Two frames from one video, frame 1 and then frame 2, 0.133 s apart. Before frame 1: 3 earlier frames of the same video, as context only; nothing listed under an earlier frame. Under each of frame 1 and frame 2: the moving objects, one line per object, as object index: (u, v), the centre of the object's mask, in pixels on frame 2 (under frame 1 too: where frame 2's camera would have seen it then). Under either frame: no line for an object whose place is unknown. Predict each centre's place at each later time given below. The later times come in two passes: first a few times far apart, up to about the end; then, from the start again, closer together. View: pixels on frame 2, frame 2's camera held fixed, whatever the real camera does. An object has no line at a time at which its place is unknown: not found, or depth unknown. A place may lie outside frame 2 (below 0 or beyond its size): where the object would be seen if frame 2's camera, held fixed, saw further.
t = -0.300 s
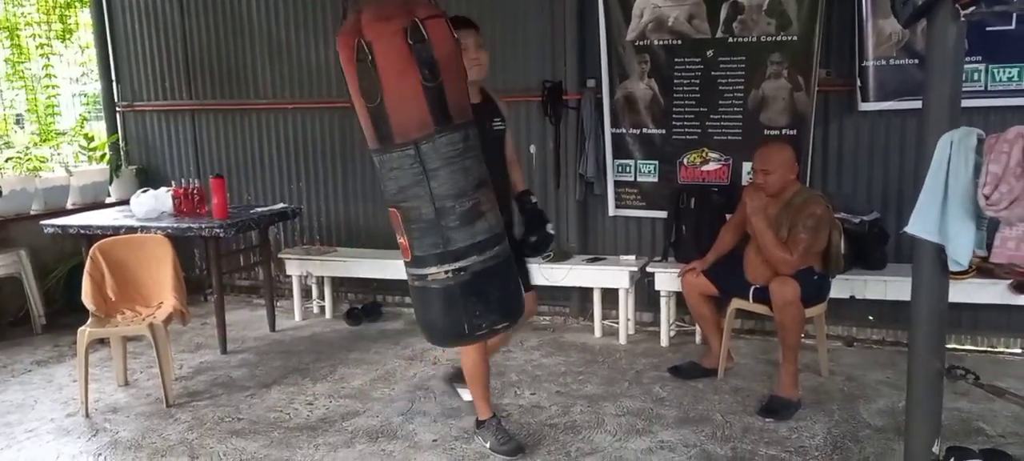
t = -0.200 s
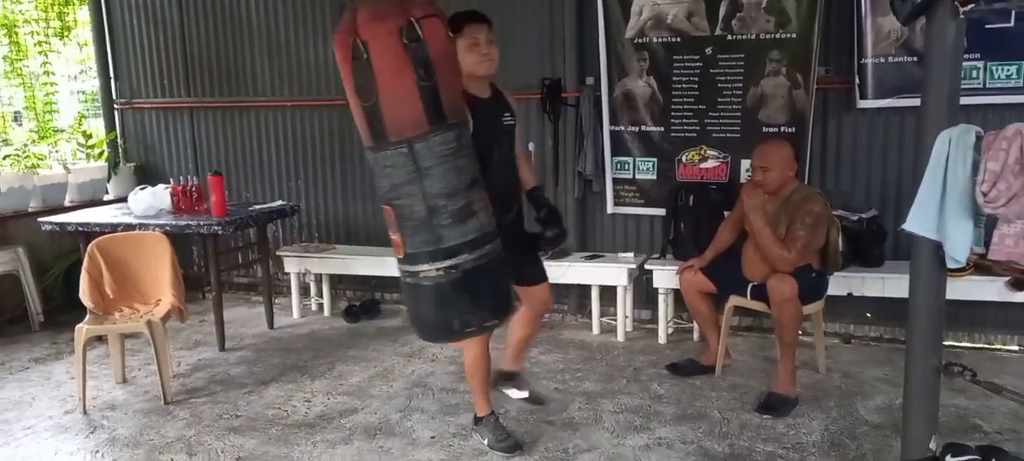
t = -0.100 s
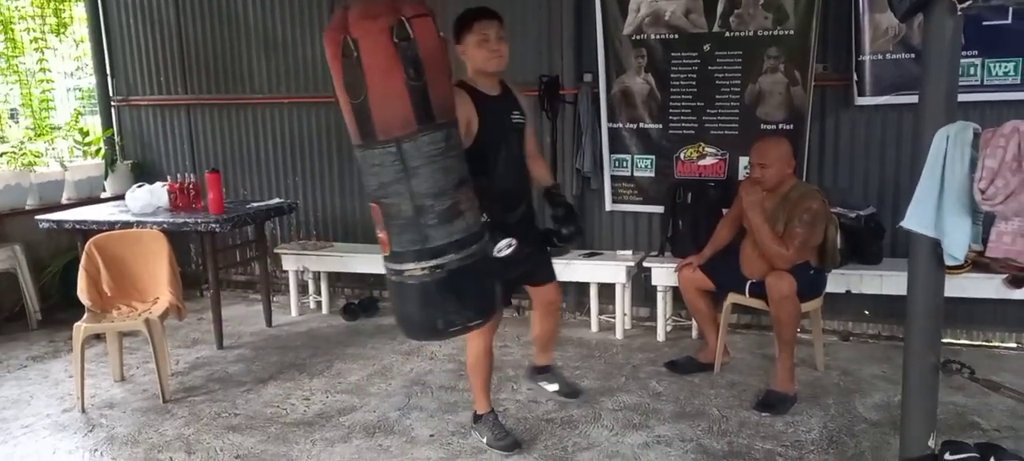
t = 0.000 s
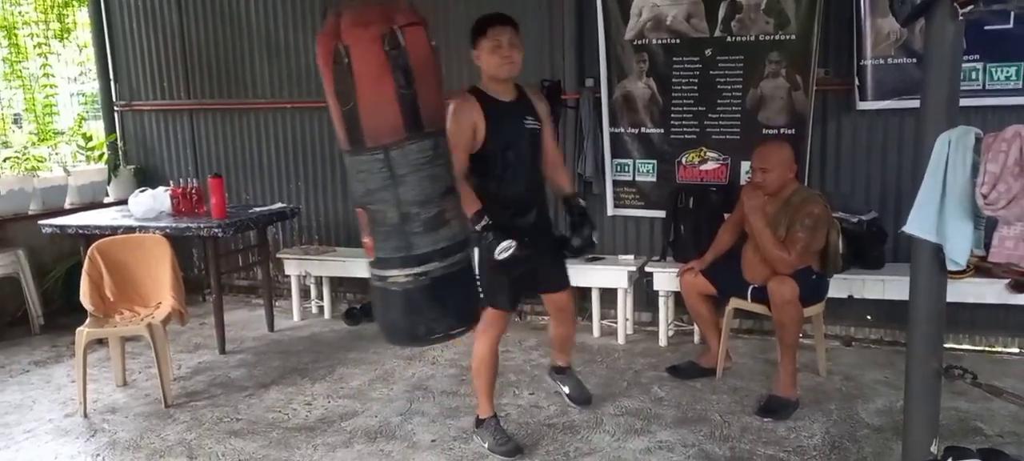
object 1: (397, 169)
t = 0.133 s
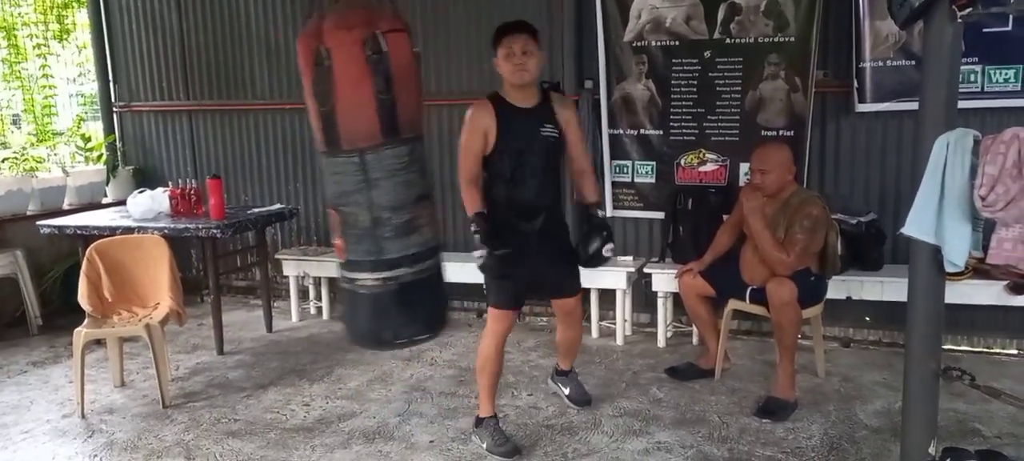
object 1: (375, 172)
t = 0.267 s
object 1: (348, 172)
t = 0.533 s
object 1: (296, 176)
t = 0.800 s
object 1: (265, 177)
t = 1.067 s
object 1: (274, 182)
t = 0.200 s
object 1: (361, 171)
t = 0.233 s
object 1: (355, 171)
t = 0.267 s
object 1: (348, 172)
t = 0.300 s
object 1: (341, 173)
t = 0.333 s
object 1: (335, 173)
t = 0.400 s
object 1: (320, 174)
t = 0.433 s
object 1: (314, 175)
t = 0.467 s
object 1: (308, 175)
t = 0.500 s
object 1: (302, 175)
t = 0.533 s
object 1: (296, 176)
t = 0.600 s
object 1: (286, 176)
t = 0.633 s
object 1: (282, 177)
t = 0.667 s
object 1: (277, 176)
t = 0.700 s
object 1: (274, 177)
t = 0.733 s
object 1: (270, 177)
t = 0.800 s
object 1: (265, 177)
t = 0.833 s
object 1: (264, 178)
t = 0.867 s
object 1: (265, 178)
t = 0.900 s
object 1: (265, 179)
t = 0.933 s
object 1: (265, 179)
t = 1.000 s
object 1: (268, 181)
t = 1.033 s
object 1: (271, 182)
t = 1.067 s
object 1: (274, 182)
